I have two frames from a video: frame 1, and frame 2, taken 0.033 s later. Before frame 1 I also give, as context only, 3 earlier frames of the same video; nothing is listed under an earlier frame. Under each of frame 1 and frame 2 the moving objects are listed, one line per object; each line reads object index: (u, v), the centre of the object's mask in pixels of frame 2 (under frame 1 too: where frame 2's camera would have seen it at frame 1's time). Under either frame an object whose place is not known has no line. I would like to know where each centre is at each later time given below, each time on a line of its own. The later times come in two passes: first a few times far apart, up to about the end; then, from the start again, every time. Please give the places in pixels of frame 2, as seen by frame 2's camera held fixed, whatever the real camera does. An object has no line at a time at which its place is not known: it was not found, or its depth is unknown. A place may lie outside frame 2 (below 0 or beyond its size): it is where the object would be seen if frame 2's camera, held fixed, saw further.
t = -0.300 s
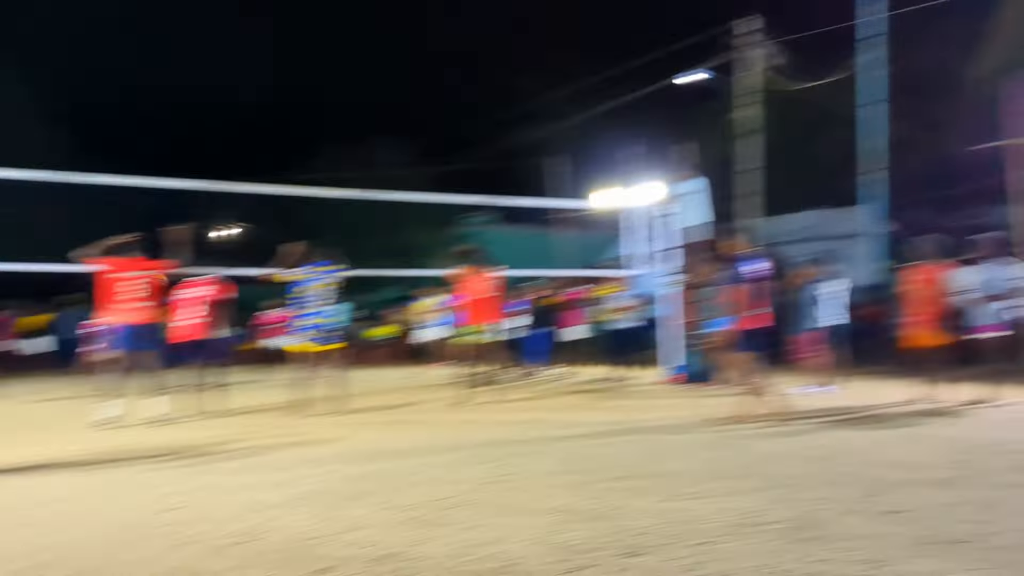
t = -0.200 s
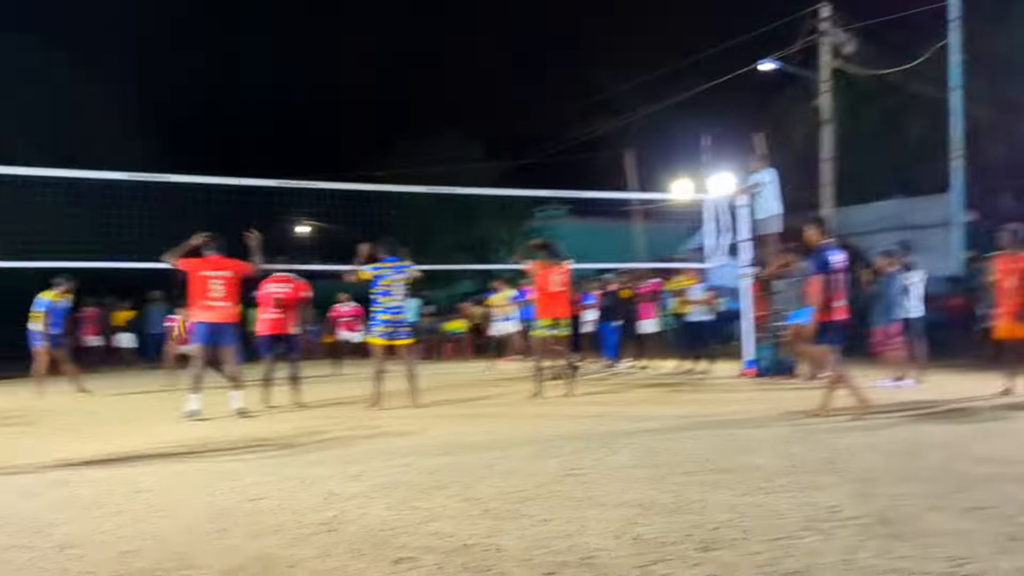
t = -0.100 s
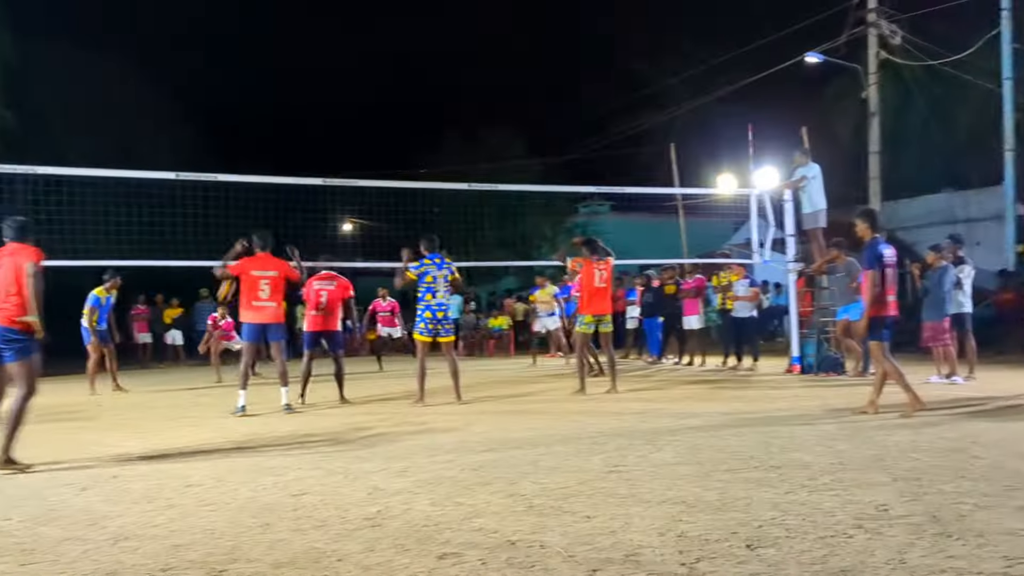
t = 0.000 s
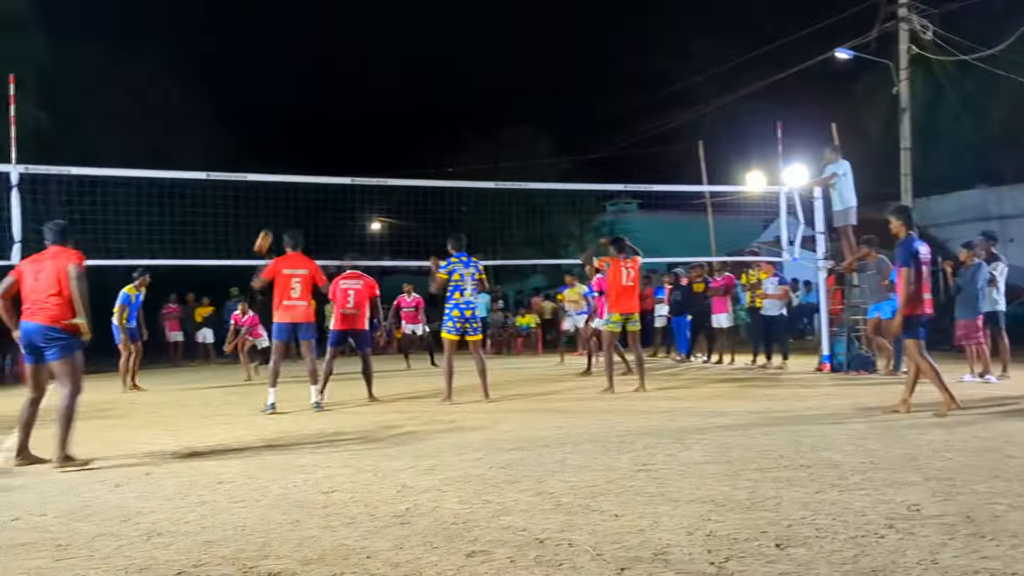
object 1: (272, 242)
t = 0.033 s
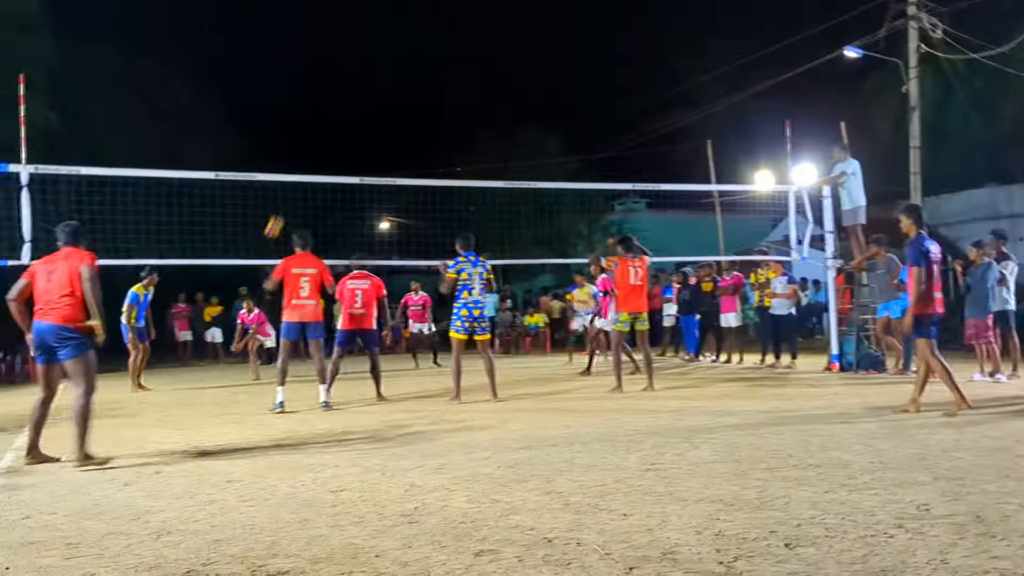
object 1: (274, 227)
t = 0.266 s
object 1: (291, 142)
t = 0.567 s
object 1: (318, 79)
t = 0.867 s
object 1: (349, 80)
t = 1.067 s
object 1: (373, 120)
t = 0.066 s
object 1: (276, 213)
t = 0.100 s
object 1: (279, 200)
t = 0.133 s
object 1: (281, 190)
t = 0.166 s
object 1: (285, 172)
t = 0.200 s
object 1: (286, 163)
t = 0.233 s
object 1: (289, 152)
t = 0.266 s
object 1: (291, 142)
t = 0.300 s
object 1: (295, 131)
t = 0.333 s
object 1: (297, 121)
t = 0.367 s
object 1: (300, 113)
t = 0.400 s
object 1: (302, 106)
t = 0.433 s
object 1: (305, 99)
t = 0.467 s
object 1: (308, 93)
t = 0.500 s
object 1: (312, 88)
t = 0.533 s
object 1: (314, 83)
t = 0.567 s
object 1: (318, 79)
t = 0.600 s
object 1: (321, 76)
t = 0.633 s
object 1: (324, 73)
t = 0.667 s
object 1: (327, 72)
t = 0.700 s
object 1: (331, 71)
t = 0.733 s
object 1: (334, 71)
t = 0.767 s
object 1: (338, 71)
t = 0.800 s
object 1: (341, 73)
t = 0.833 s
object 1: (345, 76)
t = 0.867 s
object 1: (349, 80)
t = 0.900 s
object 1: (352, 84)
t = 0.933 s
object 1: (356, 89)
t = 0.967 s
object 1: (360, 95)
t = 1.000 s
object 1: (364, 103)
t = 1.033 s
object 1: (368, 111)
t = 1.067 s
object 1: (373, 120)
